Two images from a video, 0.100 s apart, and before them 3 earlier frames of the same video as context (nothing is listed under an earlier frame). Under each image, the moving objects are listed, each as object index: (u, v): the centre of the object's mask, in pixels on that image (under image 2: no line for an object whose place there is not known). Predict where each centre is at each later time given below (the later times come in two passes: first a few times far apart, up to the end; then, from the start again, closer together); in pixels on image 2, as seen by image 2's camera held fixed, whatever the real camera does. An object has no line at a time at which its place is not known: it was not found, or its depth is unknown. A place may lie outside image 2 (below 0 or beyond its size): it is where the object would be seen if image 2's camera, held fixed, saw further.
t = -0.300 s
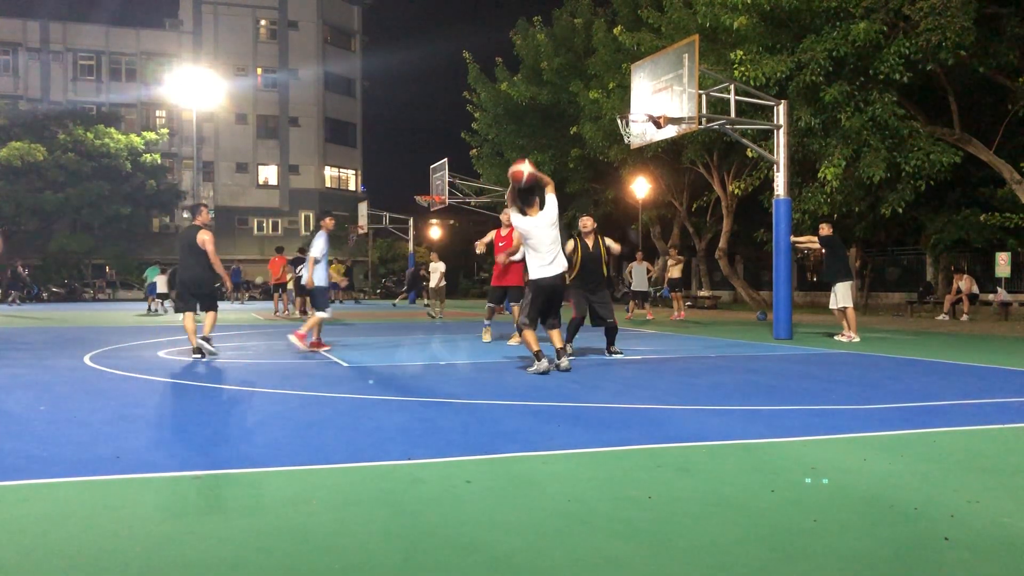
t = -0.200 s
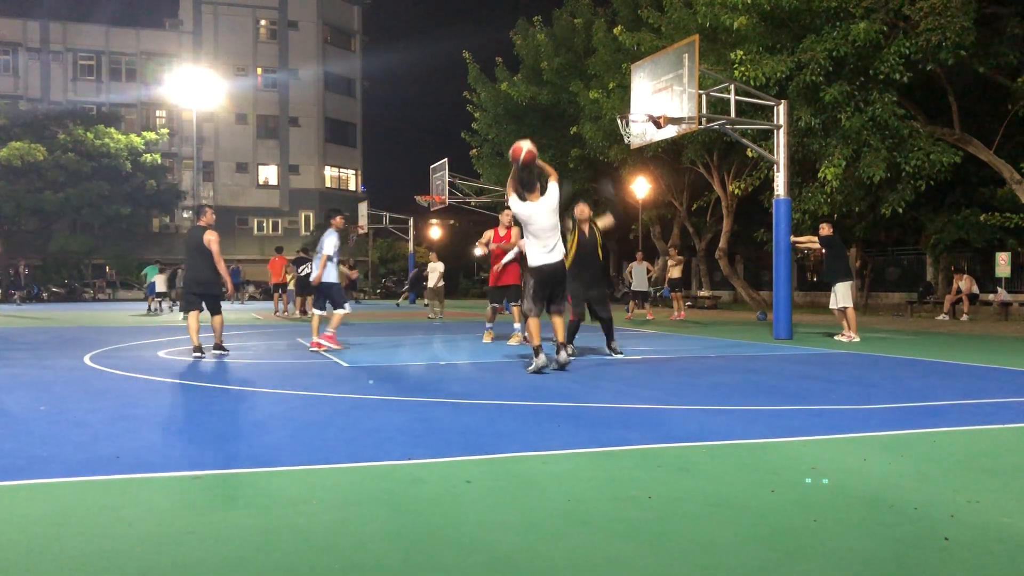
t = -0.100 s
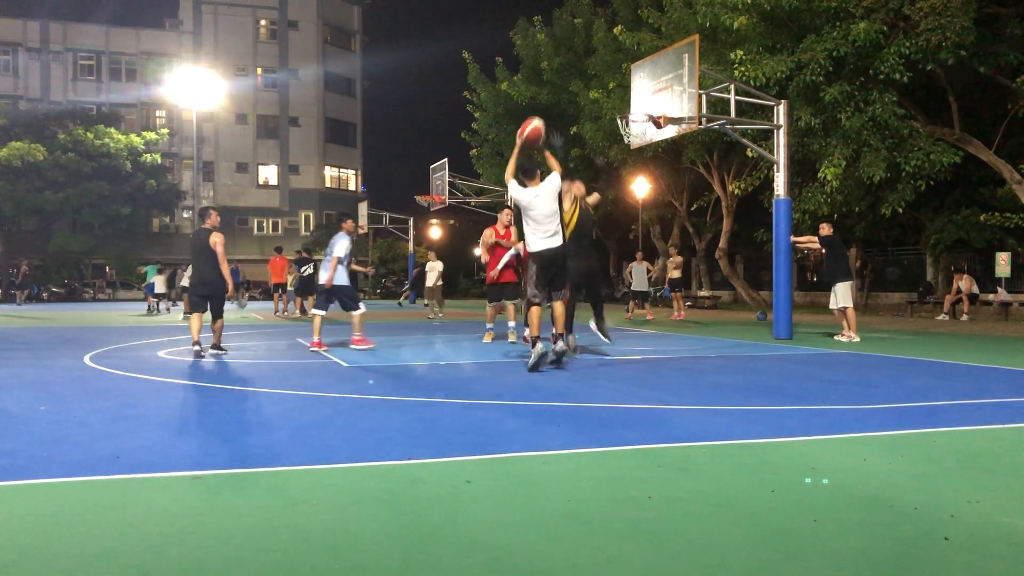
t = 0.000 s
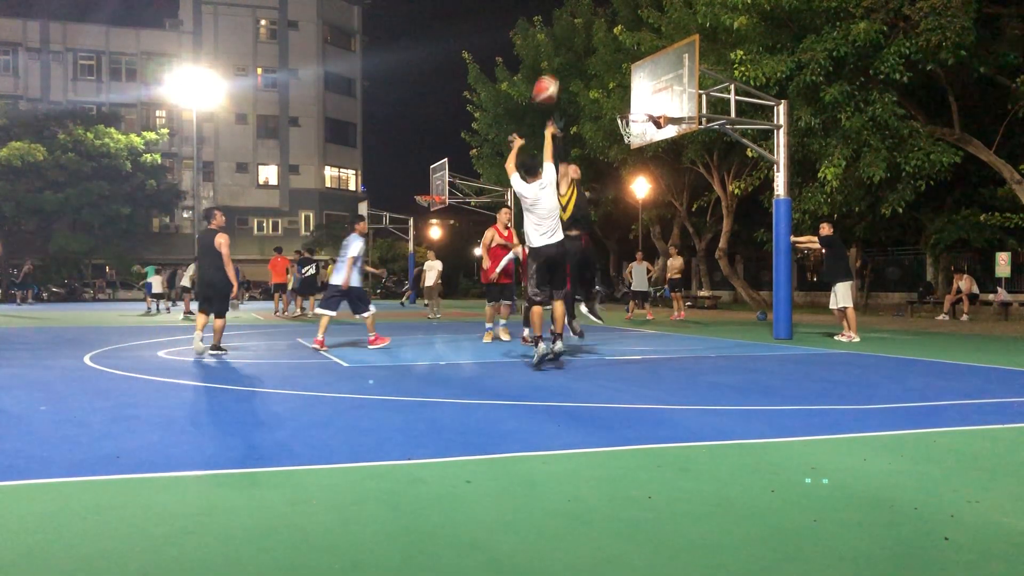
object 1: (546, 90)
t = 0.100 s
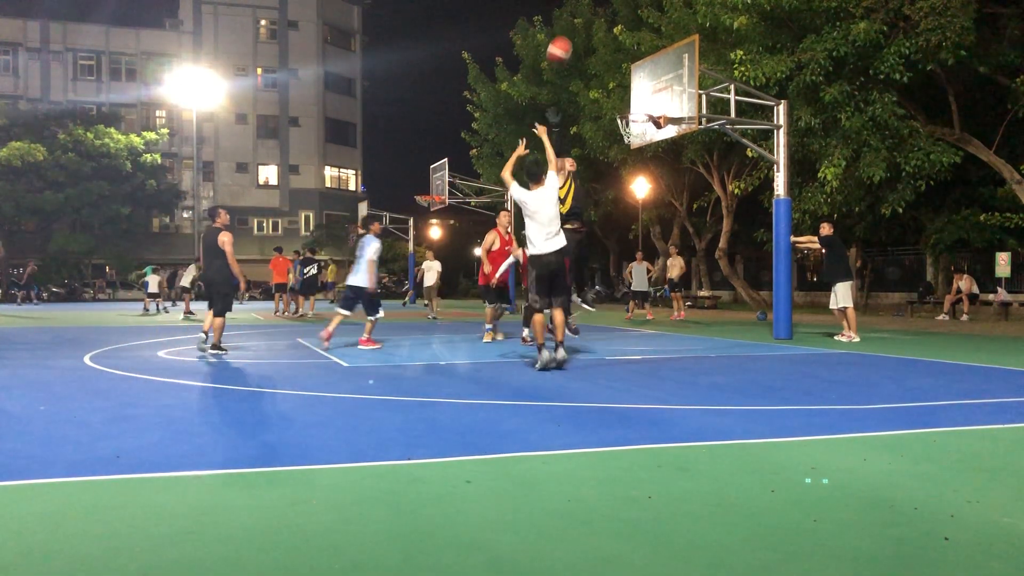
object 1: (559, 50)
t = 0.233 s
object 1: (574, 17)
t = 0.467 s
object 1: (597, 5)
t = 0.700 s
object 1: (616, 32)
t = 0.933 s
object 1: (630, 98)
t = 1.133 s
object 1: (638, 134)
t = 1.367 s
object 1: (632, 139)
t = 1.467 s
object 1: (630, 153)
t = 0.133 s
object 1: (563, 40)
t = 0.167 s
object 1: (567, 31)
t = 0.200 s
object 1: (571, 23)
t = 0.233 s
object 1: (574, 17)
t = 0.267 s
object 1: (578, 11)
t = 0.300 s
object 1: (581, 9)
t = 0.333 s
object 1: (584, 7)
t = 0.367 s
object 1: (587, 6)
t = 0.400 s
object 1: (590, 5)
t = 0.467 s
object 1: (597, 5)
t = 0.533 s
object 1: (603, 8)
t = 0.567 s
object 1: (606, 11)
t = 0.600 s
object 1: (608, 15)
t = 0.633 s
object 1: (611, 20)
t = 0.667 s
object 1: (613, 26)
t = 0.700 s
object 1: (616, 32)
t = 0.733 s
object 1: (618, 39)
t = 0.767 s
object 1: (621, 48)
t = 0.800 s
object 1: (623, 57)
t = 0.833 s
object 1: (624, 66)
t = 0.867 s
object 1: (626, 76)
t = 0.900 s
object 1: (628, 86)
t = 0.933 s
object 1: (630, 98)
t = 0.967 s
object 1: (632, 109)
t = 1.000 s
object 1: (635, 120)
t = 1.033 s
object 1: (636, 126)
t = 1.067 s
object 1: (640, 133)
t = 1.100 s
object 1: (639, 137)
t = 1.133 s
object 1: (638, 134)
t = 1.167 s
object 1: (637, 133)
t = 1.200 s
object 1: (636, 132)
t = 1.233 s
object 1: (635, 132)
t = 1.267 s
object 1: (635, 133)
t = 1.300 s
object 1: (634, 134)
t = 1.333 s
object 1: (633, 136)
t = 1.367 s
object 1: (632, 139)
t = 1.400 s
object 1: (631, 144)
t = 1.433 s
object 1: (630, 148)
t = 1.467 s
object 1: (630, 153)
